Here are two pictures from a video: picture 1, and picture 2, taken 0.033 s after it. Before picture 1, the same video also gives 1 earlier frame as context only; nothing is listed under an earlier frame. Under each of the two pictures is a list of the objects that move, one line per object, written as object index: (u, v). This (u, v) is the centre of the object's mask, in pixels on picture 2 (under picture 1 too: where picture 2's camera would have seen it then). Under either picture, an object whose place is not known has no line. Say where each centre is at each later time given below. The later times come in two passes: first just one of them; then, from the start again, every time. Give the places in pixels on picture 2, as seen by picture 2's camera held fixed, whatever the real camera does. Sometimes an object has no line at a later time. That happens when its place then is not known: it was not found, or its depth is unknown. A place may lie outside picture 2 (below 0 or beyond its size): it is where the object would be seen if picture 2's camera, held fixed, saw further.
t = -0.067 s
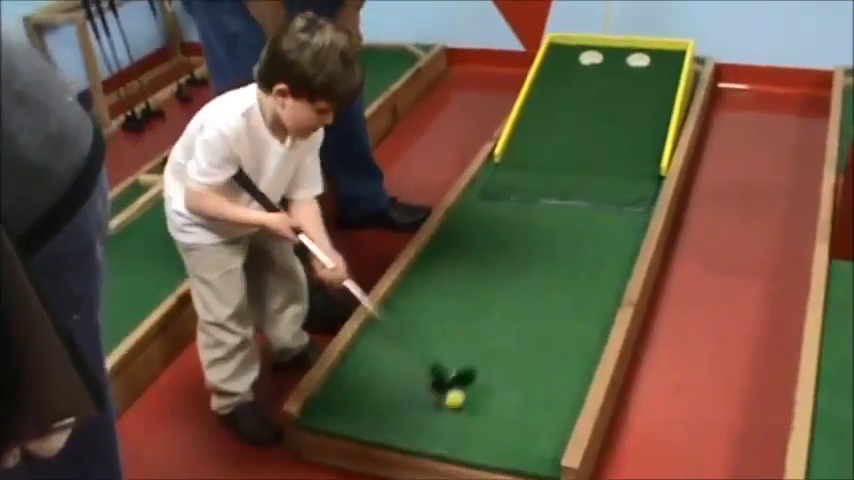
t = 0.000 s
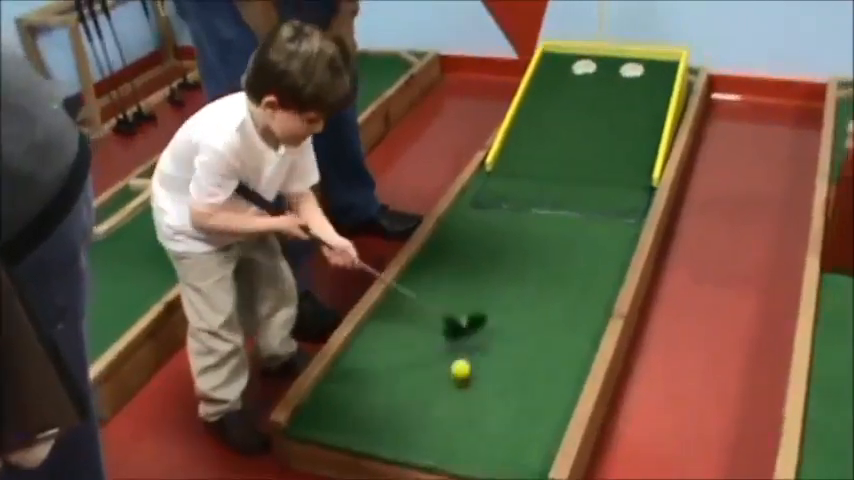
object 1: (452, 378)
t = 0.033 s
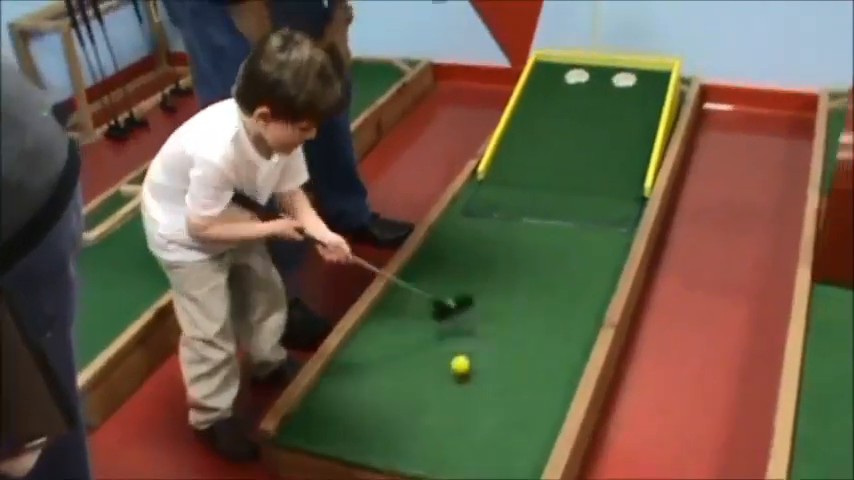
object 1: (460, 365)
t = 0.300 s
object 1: (517, 268)
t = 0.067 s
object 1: (469, 354)
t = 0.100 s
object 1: (477, 338)
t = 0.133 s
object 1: (484, 325)
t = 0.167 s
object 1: (491, 315)
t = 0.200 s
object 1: (498, 302)
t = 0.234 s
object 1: (505, 290)
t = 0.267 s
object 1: (512, 279)
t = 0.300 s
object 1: (517, 268)
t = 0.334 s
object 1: (523, 258)
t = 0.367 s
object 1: (529, 248)
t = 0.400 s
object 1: (534, 239)
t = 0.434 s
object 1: (539, 230)
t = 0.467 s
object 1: (543, 221)
